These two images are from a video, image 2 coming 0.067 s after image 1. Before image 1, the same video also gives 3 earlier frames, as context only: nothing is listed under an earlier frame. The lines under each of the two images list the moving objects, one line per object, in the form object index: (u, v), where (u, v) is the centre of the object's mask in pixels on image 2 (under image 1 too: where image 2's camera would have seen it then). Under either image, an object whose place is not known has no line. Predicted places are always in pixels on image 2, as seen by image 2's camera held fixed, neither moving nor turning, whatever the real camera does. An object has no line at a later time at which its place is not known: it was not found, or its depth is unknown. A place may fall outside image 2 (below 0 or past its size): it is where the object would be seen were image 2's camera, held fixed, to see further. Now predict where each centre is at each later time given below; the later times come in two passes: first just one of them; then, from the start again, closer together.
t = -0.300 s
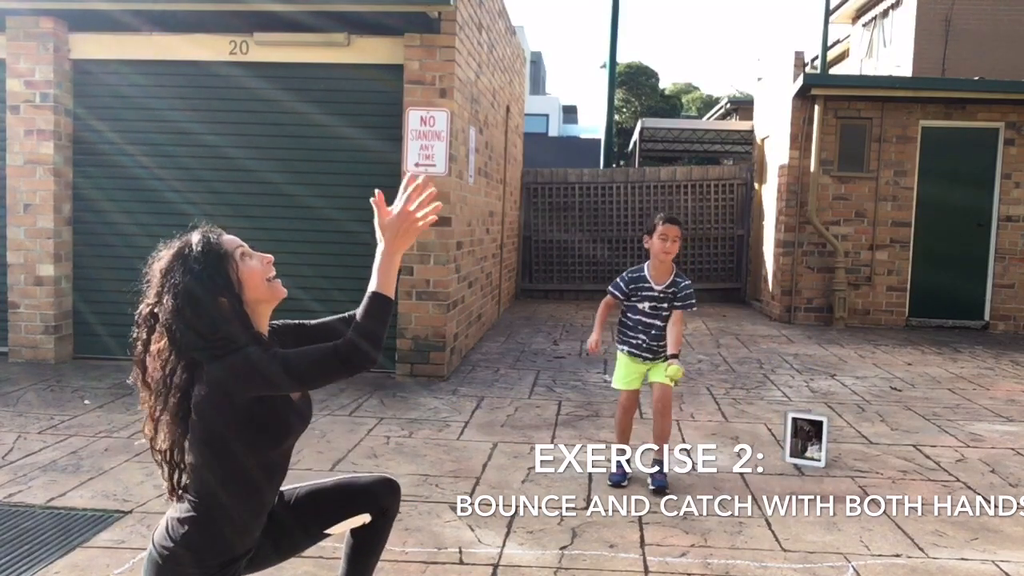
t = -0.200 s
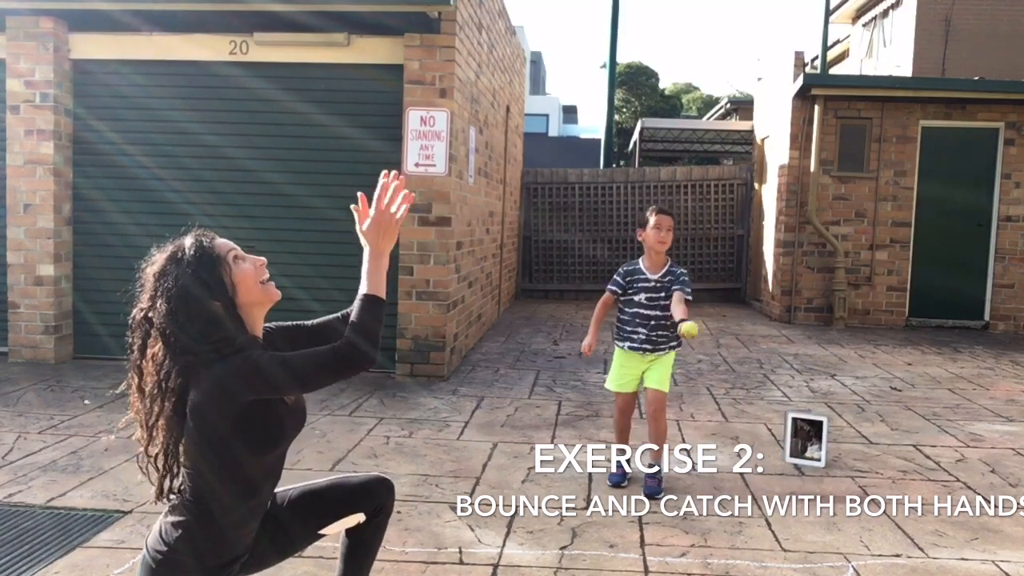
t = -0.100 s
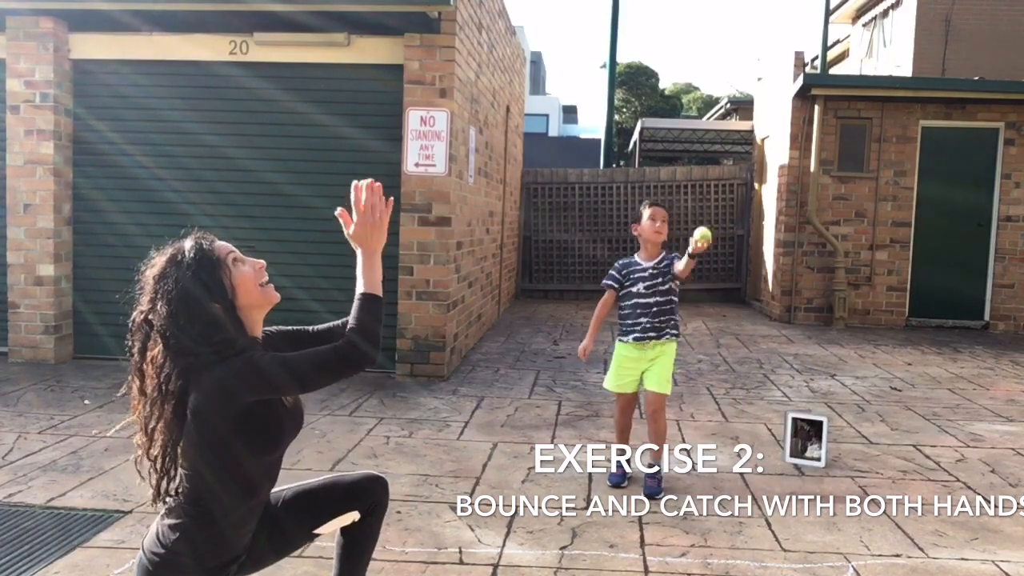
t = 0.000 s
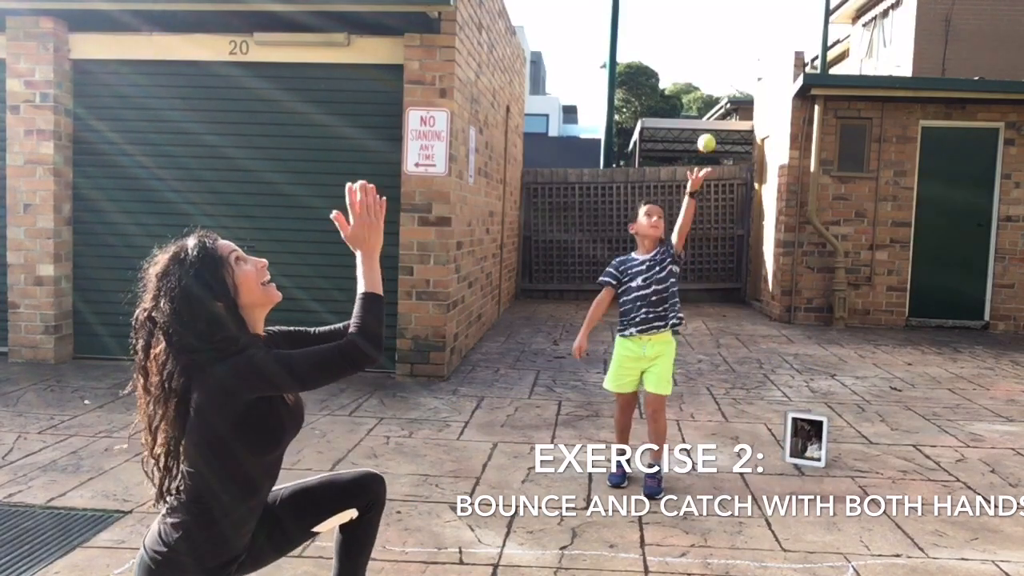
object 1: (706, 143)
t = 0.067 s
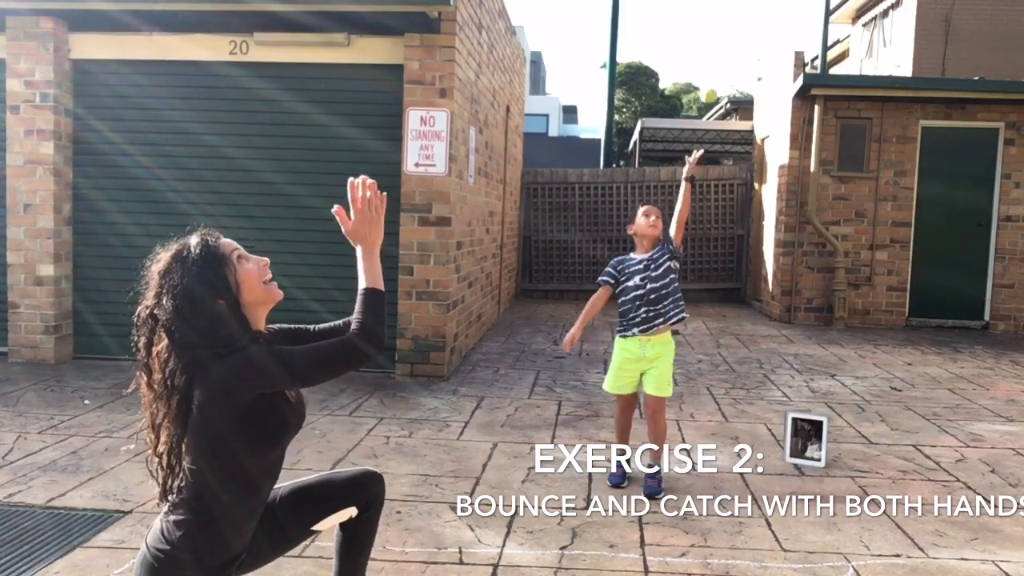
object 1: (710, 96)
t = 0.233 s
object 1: (713, 22)
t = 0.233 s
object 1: (713, 22)
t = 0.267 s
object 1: (713, 16)
